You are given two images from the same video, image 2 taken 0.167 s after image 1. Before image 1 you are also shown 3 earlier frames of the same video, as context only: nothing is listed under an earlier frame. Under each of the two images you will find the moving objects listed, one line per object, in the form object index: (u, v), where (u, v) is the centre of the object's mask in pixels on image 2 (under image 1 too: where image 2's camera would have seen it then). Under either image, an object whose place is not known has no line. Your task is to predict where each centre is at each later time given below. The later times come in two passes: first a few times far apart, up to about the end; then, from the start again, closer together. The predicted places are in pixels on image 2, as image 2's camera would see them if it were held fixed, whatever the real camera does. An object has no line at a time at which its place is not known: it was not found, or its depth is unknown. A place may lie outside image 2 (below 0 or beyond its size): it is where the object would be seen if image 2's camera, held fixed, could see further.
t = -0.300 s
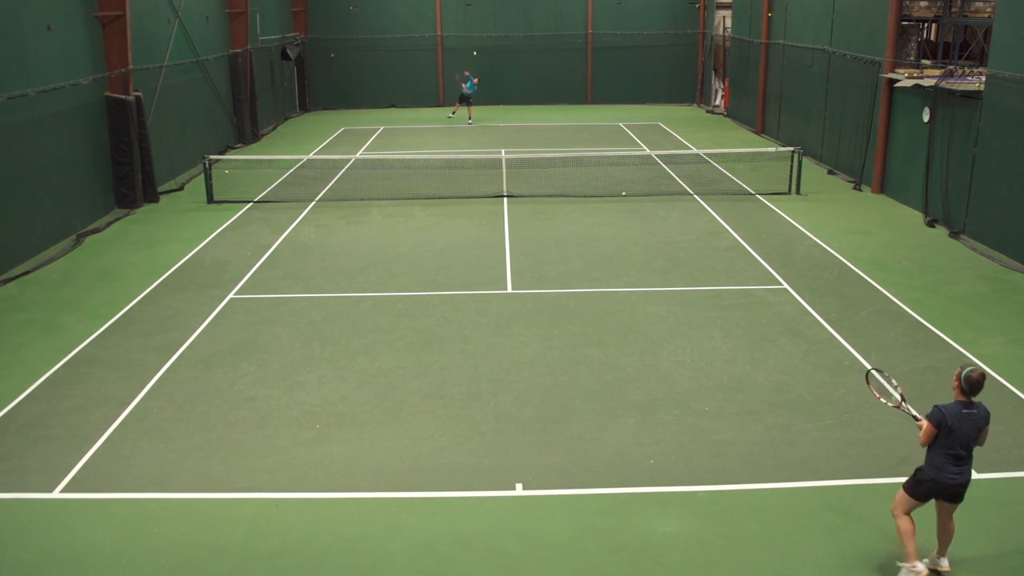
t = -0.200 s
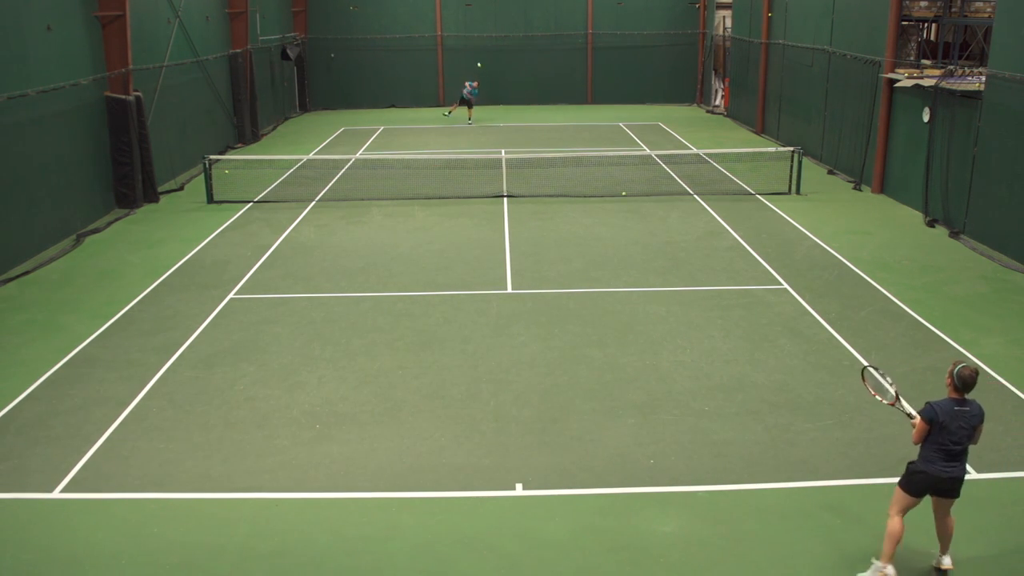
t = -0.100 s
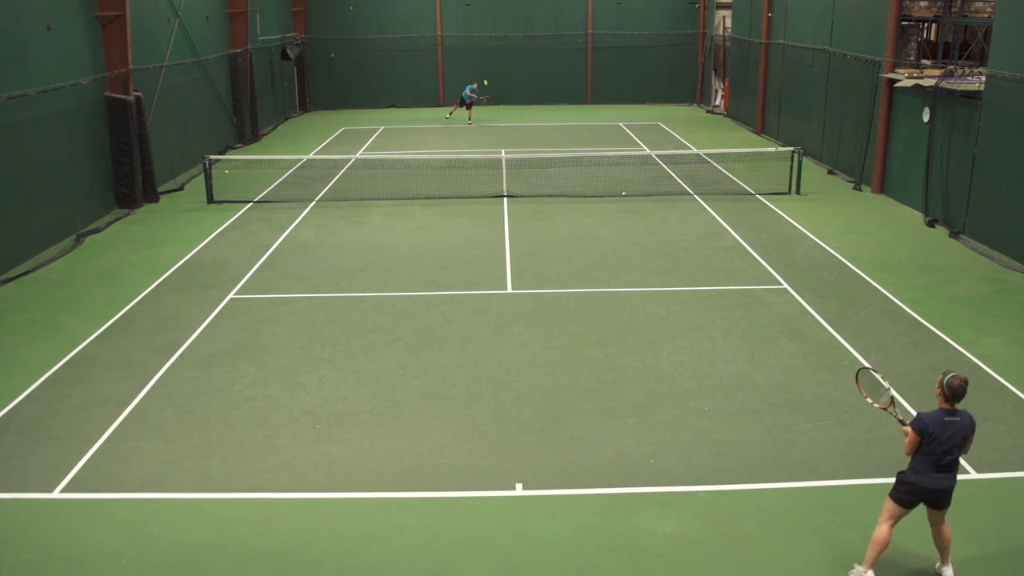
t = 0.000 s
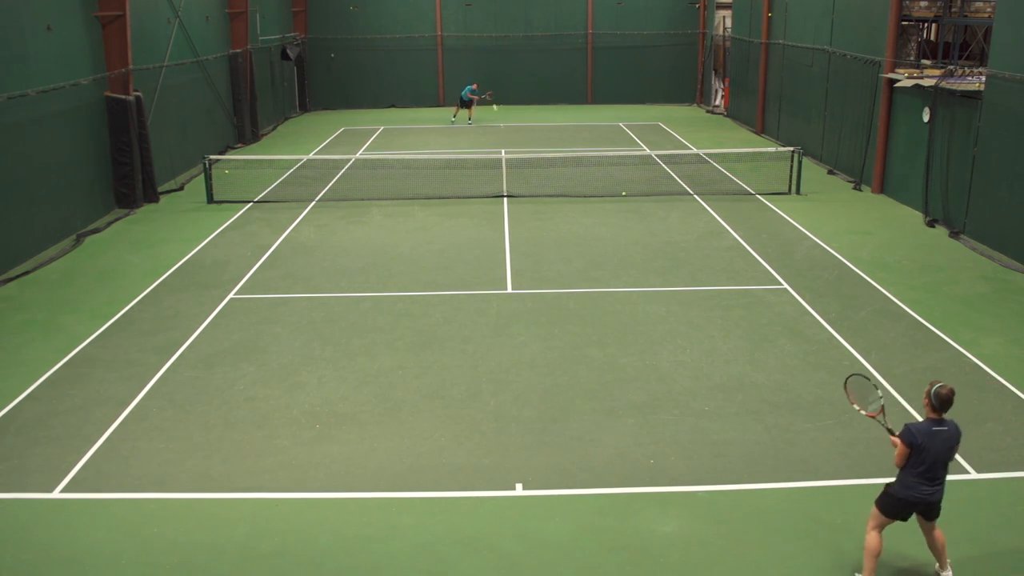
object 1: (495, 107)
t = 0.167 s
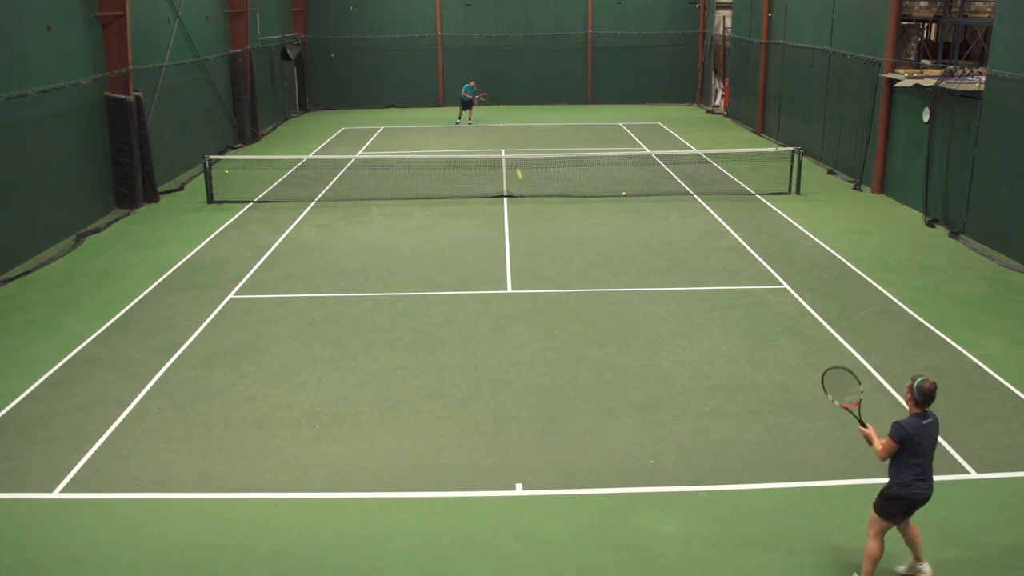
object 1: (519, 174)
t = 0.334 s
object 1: (558, 285)
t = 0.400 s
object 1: (573, 286)
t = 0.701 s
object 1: (678, 332)
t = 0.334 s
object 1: (558, 285)
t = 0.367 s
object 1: (565, 287)
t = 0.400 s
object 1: (573, 286)
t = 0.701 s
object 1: (678, 332)
